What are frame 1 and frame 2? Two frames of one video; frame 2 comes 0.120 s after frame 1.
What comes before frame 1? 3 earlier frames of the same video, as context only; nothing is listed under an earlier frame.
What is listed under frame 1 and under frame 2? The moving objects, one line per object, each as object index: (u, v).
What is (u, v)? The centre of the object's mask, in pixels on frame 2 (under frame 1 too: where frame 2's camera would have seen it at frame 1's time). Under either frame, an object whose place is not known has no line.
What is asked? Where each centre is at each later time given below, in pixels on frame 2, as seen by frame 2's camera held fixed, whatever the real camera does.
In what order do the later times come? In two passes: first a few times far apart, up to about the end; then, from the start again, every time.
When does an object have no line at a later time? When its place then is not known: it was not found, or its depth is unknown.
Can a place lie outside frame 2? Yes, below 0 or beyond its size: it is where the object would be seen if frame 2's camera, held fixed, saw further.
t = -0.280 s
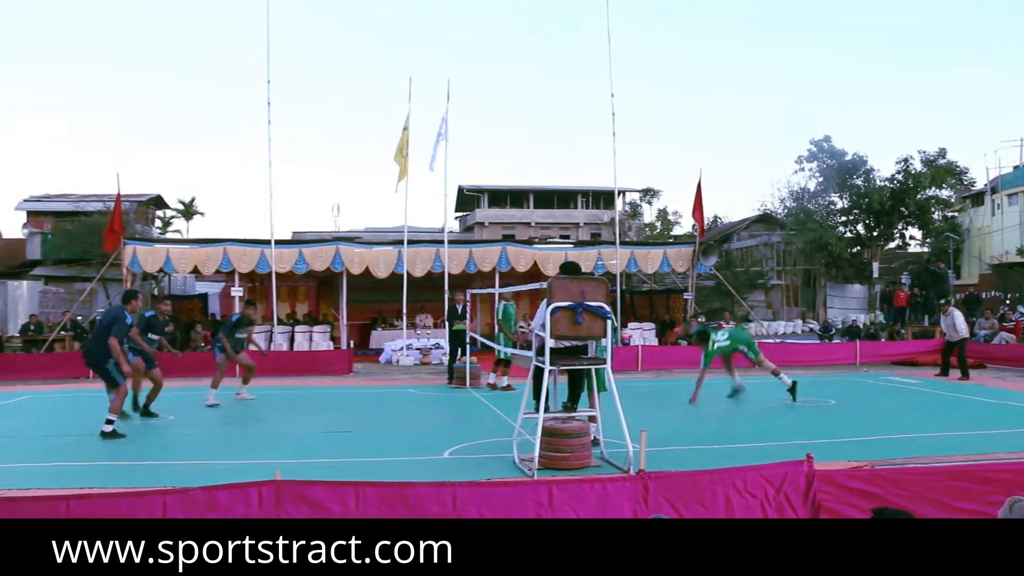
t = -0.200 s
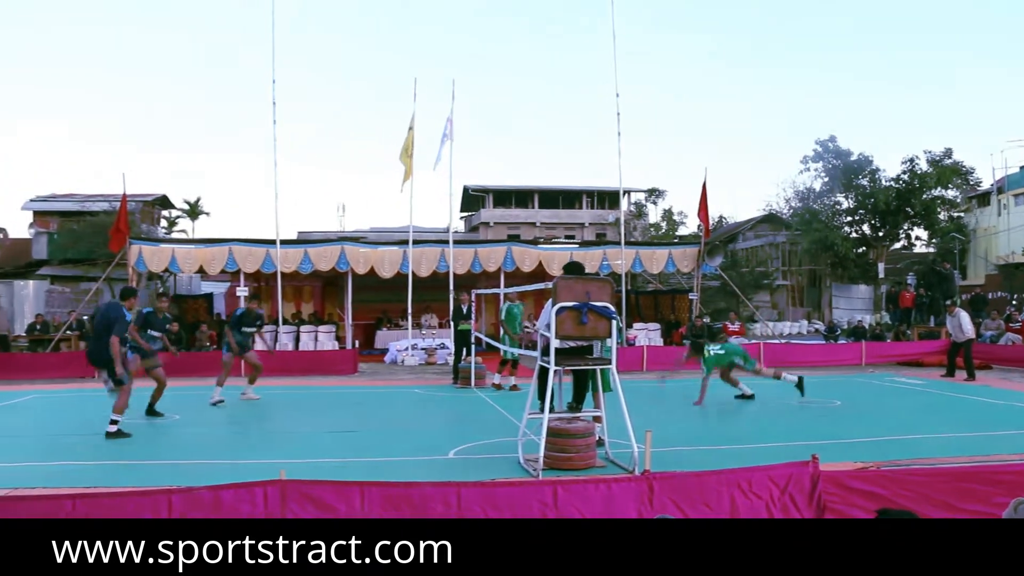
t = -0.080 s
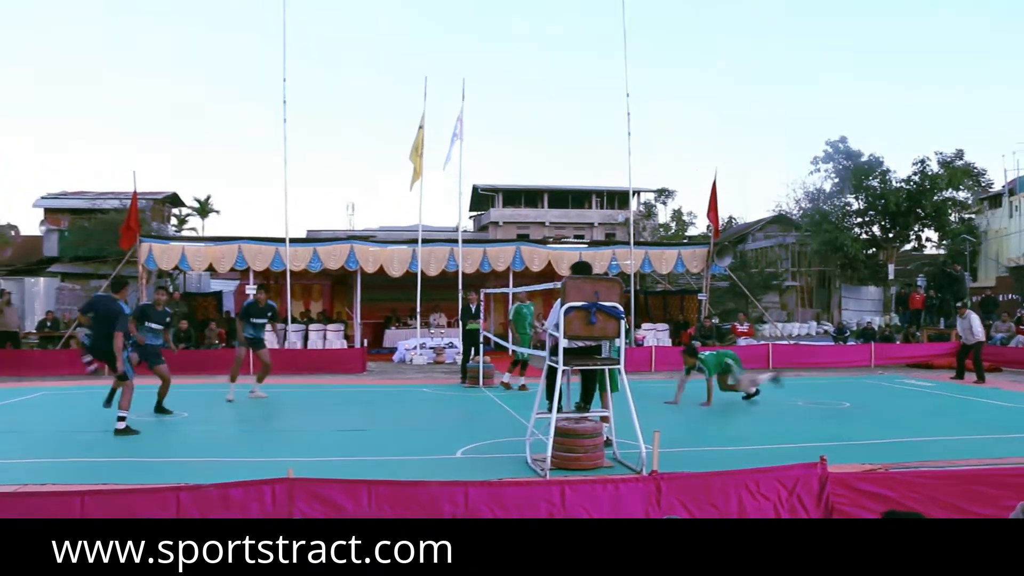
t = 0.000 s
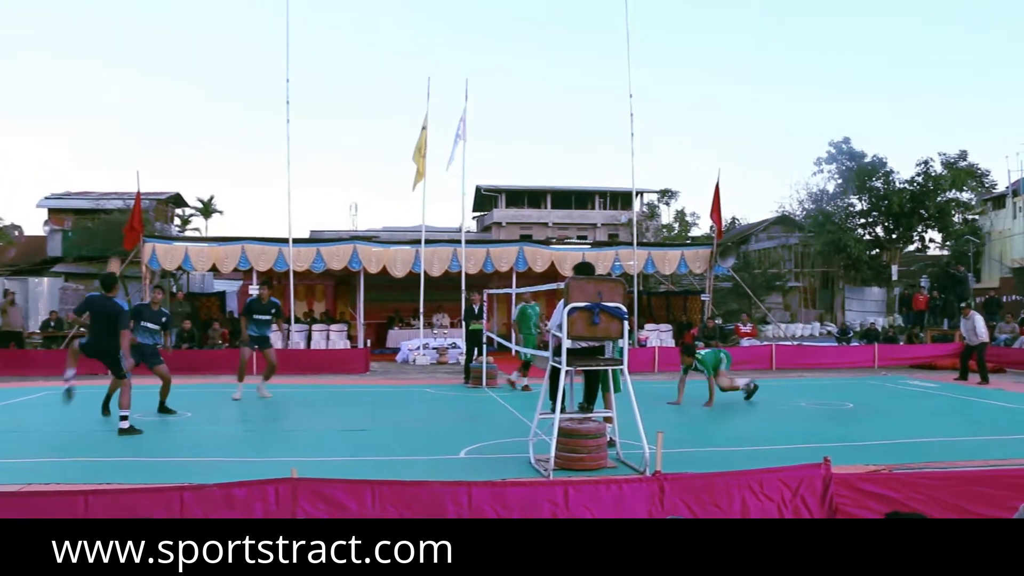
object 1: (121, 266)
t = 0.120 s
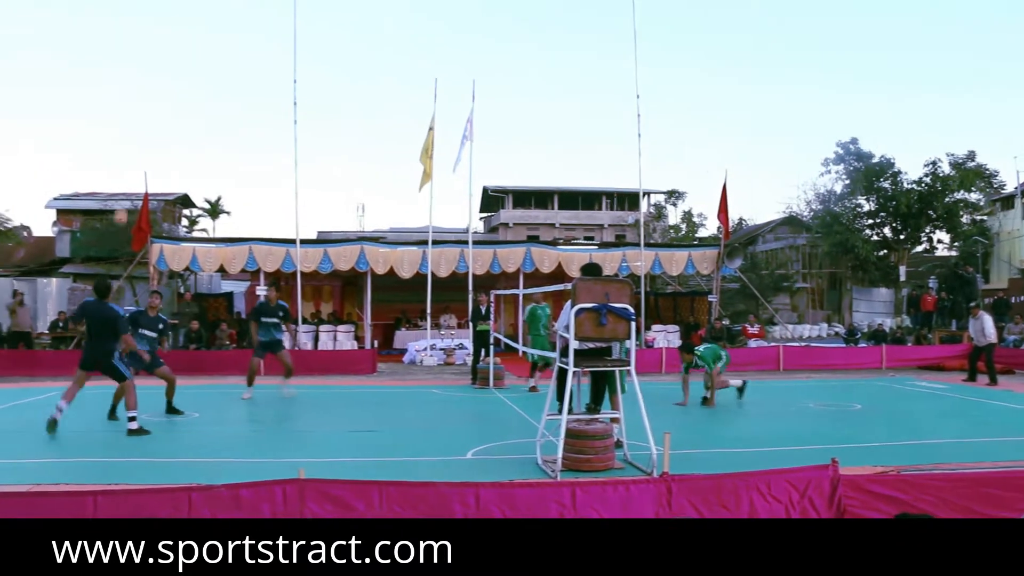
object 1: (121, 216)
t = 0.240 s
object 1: (120, 177)
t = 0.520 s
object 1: (114, 138)
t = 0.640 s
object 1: (111, 146)
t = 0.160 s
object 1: (120, 202)
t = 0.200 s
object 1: (120, 189)
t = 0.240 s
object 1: (120, 177)
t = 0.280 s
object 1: (119, 167)
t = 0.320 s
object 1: (118, 158)
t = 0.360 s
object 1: (117, 152)
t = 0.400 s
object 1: (116, 146)
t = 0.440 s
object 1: (116, 142)
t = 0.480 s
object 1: (115, 140)
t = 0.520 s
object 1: (114, 138)
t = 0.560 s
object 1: (113, 139)
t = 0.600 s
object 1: (112, 141)
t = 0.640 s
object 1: (111, 146)
